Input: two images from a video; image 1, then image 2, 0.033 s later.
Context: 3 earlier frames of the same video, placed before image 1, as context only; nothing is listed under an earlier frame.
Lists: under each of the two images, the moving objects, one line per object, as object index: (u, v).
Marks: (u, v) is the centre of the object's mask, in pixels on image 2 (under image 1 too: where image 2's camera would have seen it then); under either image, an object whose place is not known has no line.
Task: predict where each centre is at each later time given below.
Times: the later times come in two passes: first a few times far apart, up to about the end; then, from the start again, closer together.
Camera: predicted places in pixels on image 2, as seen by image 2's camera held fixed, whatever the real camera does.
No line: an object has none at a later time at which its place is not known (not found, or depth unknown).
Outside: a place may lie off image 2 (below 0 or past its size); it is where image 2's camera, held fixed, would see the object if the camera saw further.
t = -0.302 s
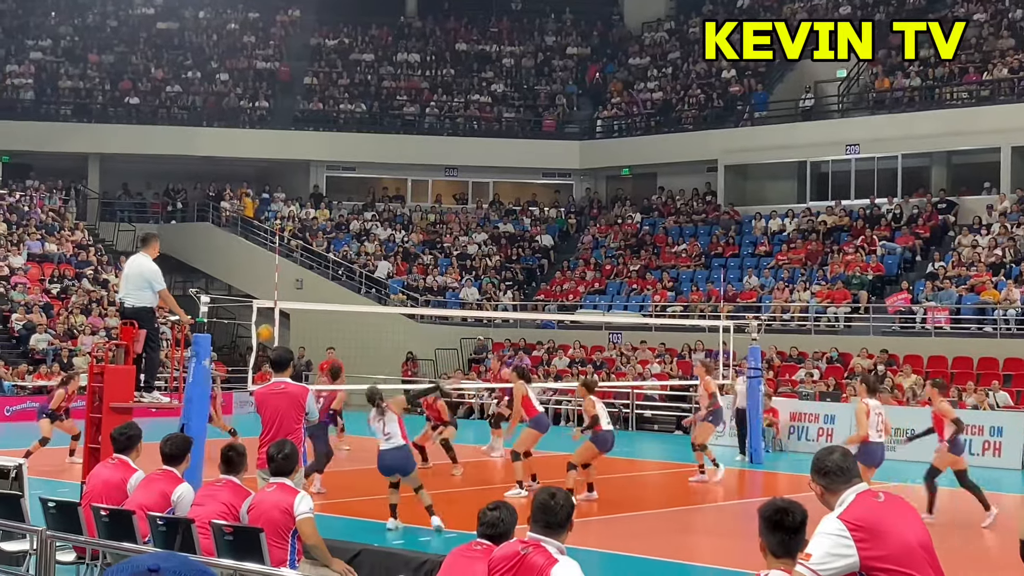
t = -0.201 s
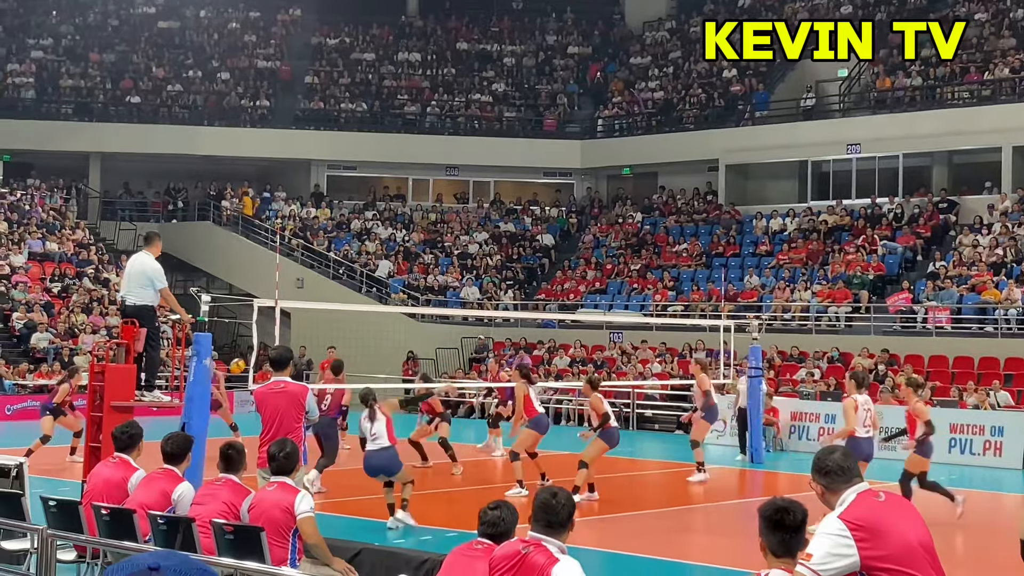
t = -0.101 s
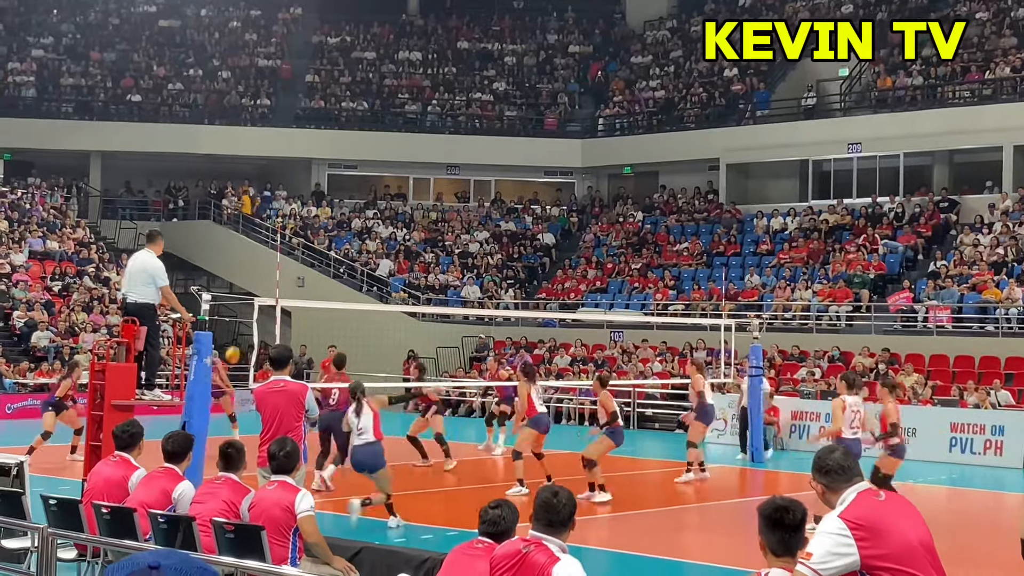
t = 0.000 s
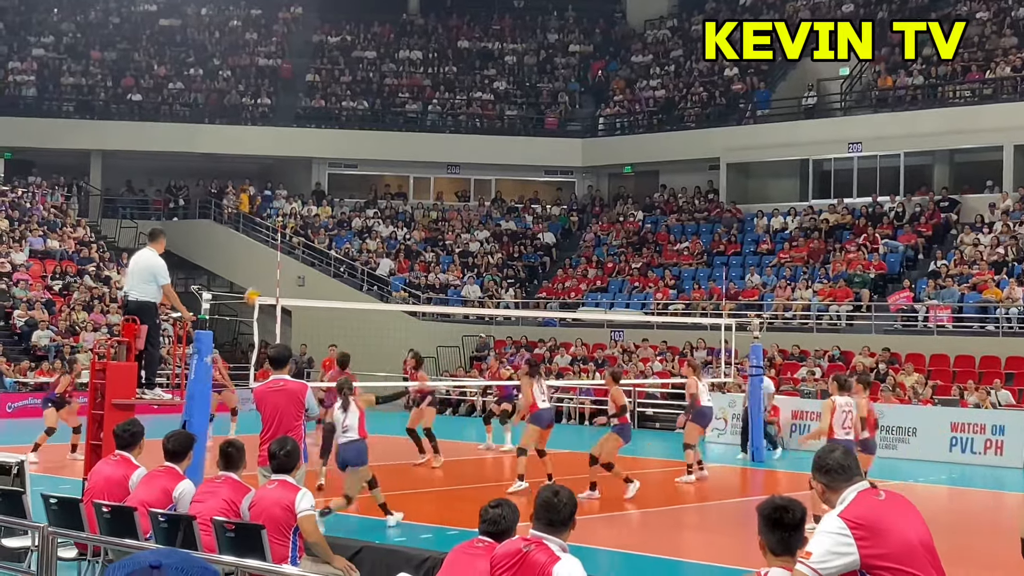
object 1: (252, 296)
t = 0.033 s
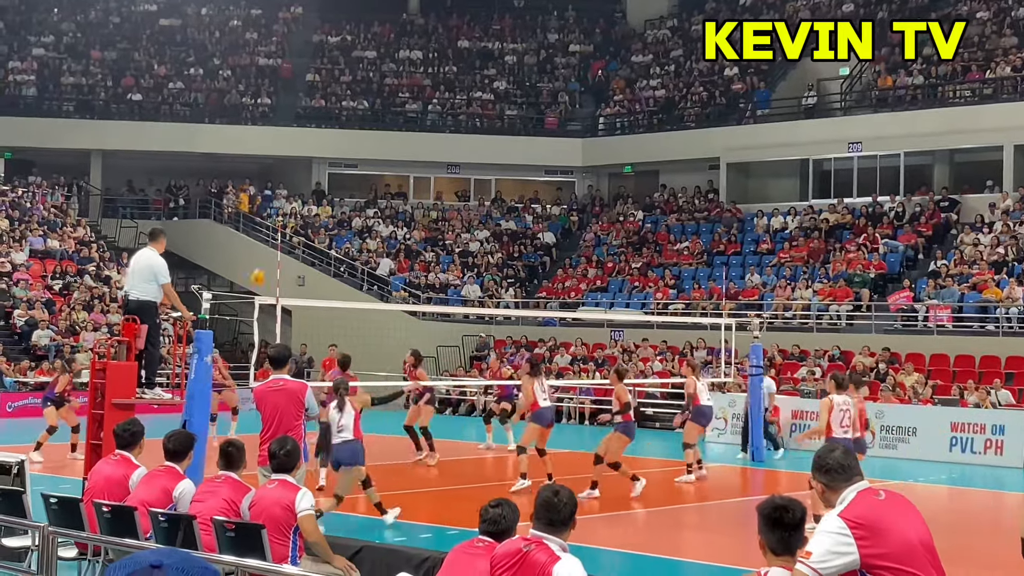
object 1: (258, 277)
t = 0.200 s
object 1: (287, 198)
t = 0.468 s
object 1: (331, 109)
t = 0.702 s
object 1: (368, 66)
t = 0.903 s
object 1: (398, 56)
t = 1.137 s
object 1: (434, 76)
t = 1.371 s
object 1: (469, 131)
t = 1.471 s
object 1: (485, 165)
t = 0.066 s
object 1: (264, 261)
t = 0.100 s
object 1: (270, 243)
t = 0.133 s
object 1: (275, 228)
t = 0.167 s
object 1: (281, 214)
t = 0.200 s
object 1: (287, 198)
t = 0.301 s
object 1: (303, 160)
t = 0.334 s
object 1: (309, 148)
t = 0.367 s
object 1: (315, 137)
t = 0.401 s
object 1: (320, 126)
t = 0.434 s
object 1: (325, 117)
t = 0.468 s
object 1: (331, 109)
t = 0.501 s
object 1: (336, 100)
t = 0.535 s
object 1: (341, 93)
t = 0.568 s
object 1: (347, 86)
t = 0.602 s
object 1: (352, 80)
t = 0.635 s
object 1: (357, 74)
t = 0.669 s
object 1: (363, 69)
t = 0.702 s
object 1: (368, 66)
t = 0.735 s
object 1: (373, 62)
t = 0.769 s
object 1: (378, 60)
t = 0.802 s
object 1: (383, 57)
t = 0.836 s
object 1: (389, 56)
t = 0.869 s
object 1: (394, 56)
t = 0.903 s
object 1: (398, 56)
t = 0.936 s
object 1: (404, 56)
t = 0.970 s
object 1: (409, 58)
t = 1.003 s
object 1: (414, 61)
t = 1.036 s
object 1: (419, 63)
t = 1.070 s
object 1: (425, 67)
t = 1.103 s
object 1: (429, 71)
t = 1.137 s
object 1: (434, 76)
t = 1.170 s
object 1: (440, 82)
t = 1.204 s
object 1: (445, 89)
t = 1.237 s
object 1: (450, 96)
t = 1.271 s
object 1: (455, 104)
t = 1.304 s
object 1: (460, 112)
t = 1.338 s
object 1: (465, 121)
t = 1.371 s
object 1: (469, 131)
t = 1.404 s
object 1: (475, 142)
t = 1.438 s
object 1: (480, 153)
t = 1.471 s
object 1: (485, 165)
